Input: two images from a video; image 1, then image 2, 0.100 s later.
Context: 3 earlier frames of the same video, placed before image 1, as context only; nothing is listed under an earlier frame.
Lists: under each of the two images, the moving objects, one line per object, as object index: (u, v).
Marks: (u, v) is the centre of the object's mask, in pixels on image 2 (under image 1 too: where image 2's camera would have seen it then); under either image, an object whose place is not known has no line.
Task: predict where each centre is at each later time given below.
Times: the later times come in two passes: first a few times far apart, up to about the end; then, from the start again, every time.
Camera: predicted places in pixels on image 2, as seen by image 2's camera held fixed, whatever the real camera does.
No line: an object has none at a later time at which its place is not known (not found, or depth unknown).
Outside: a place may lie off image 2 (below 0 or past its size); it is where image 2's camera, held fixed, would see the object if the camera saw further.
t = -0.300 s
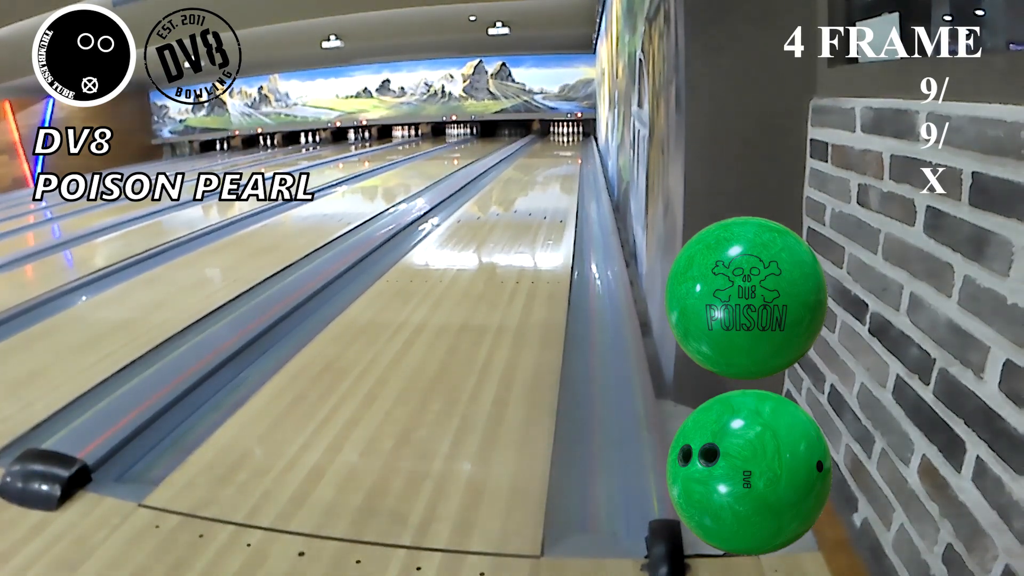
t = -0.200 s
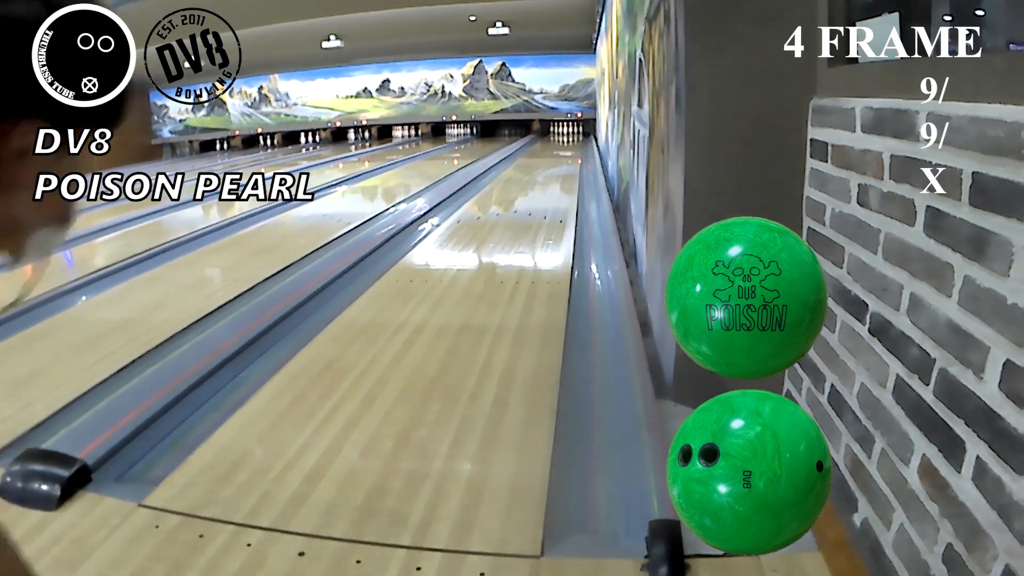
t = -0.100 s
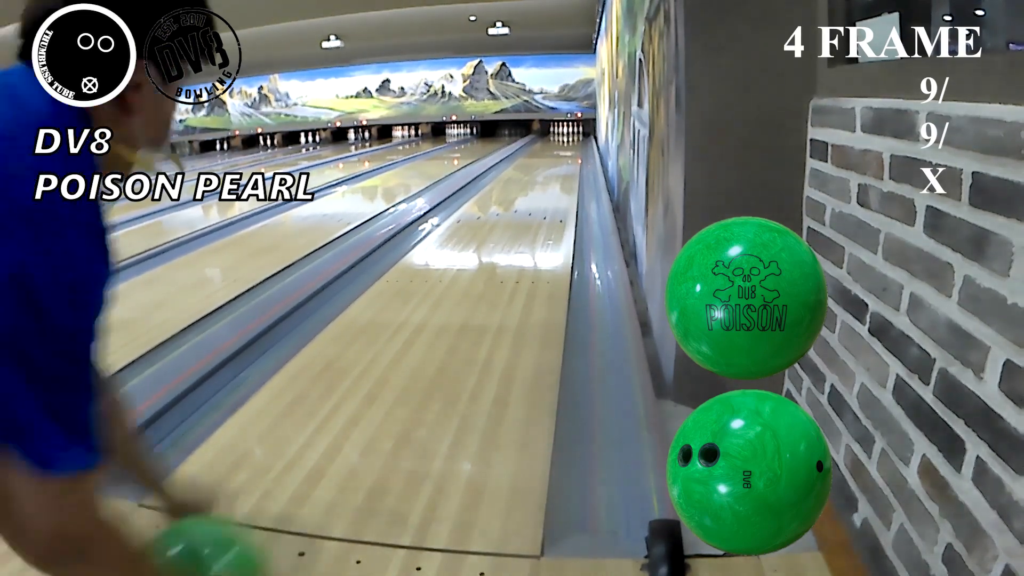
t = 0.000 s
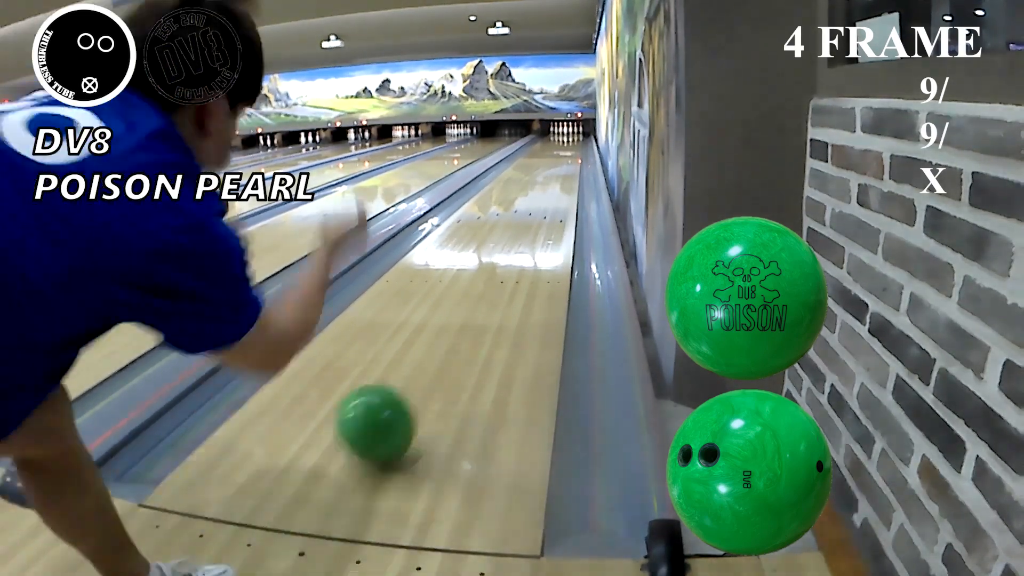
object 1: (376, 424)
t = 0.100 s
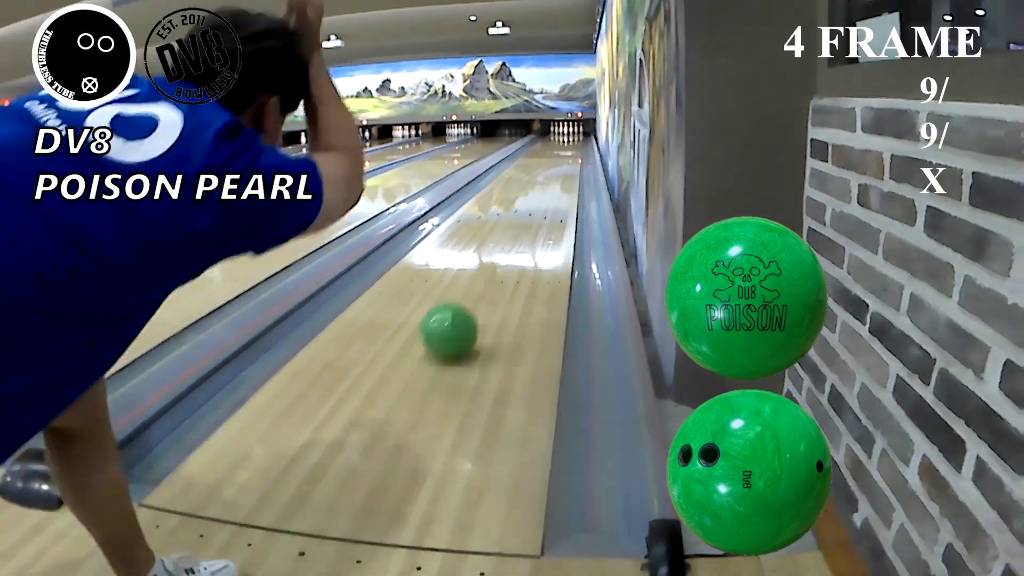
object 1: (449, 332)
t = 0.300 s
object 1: (513, 242)
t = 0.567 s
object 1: (547, 194)
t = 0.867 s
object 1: (563, 169)
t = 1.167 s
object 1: (570, 154)
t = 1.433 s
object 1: (573, 146)
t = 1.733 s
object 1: (574, 140)
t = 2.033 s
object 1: (574, 137)
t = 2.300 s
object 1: (571, 134)
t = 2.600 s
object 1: (571, 132)
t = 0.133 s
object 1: (465, 311)
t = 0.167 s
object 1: (478, 292)
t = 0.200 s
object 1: (489, 277)
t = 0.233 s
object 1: (498, 263)
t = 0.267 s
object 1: (506, 251)
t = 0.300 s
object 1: (513, 242)
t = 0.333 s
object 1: (519, 233)
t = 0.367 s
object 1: (525, 226)
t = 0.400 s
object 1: (530, 219)
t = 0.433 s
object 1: (534, 212)
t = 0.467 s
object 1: (538, 207)
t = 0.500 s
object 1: (541, 202)
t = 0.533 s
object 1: (544, 198)
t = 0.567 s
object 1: (547, 194)
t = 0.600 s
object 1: (550, 190)
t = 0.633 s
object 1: (552, 186)
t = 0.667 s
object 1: (554, 184)
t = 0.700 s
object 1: (556, 181)
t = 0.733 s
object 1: (558, 178)
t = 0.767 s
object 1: (560, 176)
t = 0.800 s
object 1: (561, 173)
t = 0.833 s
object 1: (562, 171)
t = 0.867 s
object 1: (563, 169)
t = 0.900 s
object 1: (564, 167)
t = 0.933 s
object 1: (565, 165)
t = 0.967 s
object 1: (566, 163)
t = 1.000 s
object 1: (567, 161)
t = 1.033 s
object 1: (568, 160)
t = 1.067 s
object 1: (569, 158)
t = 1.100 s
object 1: (569, 157)
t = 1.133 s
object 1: (569, 156)
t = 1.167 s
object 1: (570, 154)
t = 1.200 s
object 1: (571, 153)
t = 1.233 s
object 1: (571, 152)
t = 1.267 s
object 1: (571, 151)
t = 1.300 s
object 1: (572, 150)
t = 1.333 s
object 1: (572, 149)
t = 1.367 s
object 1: (573, 148)
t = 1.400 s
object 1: (573, 147)
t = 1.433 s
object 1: (573, 146)
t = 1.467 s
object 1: (573, 146)
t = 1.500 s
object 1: (574, 145)
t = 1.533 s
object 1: (573, 144)
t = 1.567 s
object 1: (573, 143)
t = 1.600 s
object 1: (574, 143)
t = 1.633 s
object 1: (574, 142)
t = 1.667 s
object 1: (574, 141)
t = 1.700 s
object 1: (574, 141)
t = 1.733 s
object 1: (574, 140)
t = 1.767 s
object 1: (574, 140)
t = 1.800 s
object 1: (574, 139)
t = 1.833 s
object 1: (574, 139)
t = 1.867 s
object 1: (574, 139)
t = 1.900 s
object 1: (574, 138)
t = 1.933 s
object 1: (574, 138)
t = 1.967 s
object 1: (574, 137)
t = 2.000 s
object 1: (574, 137)
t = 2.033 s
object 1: (574, 137)
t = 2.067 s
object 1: (574, 136)
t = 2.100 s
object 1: (573, 136)
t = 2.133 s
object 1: (573, 135)
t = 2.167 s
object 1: (573, 135)
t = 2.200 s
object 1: (573, 135)
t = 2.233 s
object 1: (572, 135)
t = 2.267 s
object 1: (572, 134)
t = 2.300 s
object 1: (571, 134)
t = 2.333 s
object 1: (571, 134)
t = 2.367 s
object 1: (571, 134)
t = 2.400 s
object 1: (571, 134)
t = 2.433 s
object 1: (570, 134)
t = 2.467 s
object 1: (570, 133)
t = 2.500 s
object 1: (570, 133)
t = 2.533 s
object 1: (571, 134)
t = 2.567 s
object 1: (571, 133)
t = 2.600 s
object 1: (571, 132)
